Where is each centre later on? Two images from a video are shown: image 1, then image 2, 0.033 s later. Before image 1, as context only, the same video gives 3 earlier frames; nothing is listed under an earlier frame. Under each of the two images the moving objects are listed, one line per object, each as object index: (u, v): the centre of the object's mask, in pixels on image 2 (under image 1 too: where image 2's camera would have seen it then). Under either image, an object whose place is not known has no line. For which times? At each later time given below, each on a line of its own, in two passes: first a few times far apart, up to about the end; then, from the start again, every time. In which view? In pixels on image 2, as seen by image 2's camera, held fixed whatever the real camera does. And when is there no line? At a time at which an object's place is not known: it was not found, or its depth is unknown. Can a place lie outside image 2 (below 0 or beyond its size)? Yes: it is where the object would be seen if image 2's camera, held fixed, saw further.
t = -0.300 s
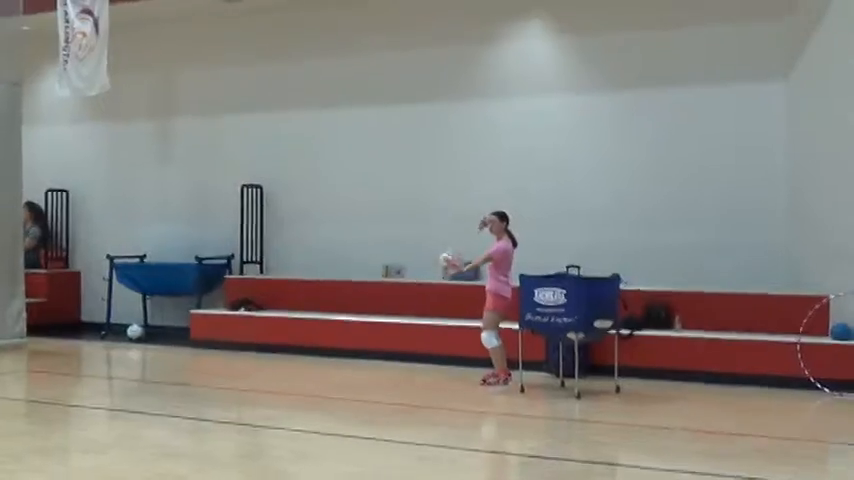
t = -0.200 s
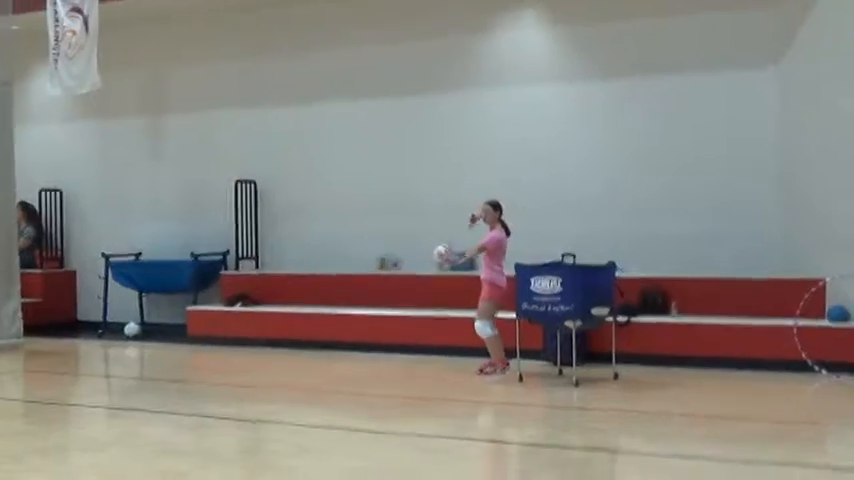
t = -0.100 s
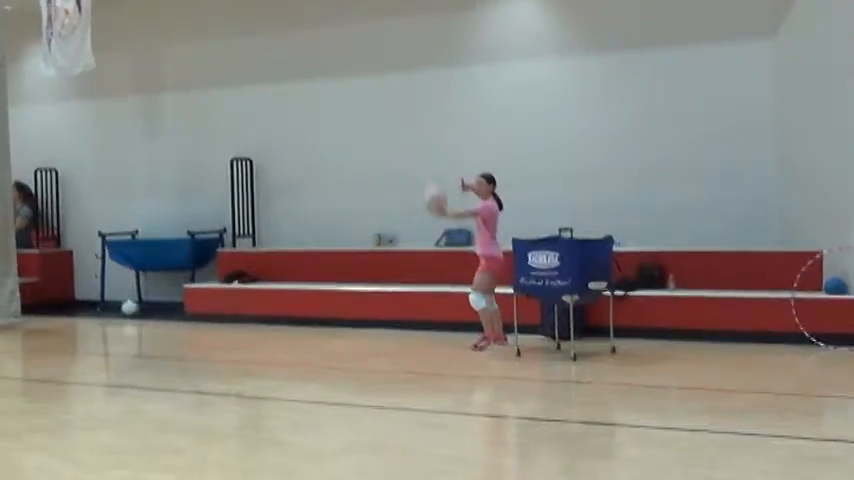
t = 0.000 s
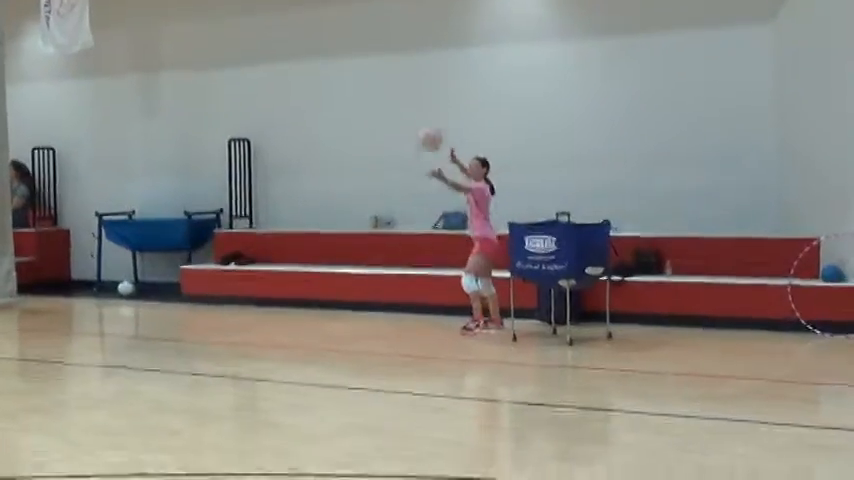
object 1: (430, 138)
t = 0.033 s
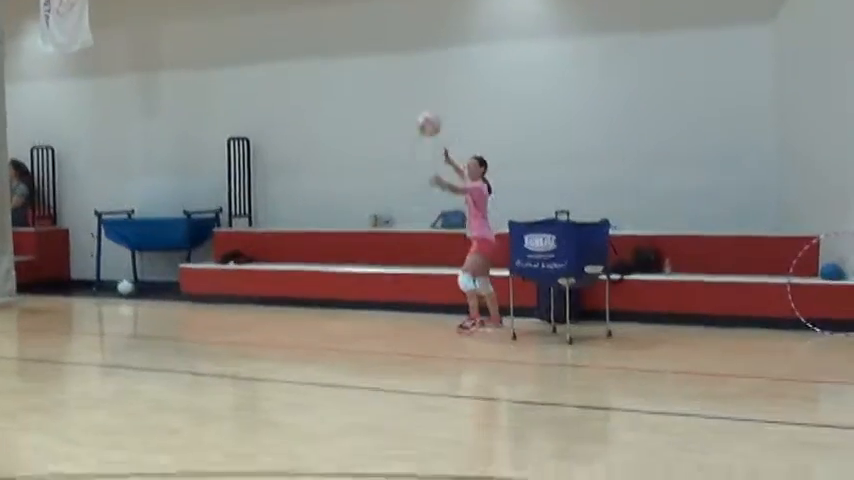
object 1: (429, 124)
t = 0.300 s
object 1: (425, 69)
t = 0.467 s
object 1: (425, 75)
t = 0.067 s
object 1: (428, 112)
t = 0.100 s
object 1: (428, 102)
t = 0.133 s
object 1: (427, 93)
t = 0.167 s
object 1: (425, 87)
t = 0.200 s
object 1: (425, 80)
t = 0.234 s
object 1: (425, 74)
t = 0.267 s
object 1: (425, 71)
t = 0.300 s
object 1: (425, 69)
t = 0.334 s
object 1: (424, 68)
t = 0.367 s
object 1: (425, 68)
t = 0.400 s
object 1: (425, 70)
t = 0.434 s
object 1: (425, 71)
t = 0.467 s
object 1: (425, 75)
